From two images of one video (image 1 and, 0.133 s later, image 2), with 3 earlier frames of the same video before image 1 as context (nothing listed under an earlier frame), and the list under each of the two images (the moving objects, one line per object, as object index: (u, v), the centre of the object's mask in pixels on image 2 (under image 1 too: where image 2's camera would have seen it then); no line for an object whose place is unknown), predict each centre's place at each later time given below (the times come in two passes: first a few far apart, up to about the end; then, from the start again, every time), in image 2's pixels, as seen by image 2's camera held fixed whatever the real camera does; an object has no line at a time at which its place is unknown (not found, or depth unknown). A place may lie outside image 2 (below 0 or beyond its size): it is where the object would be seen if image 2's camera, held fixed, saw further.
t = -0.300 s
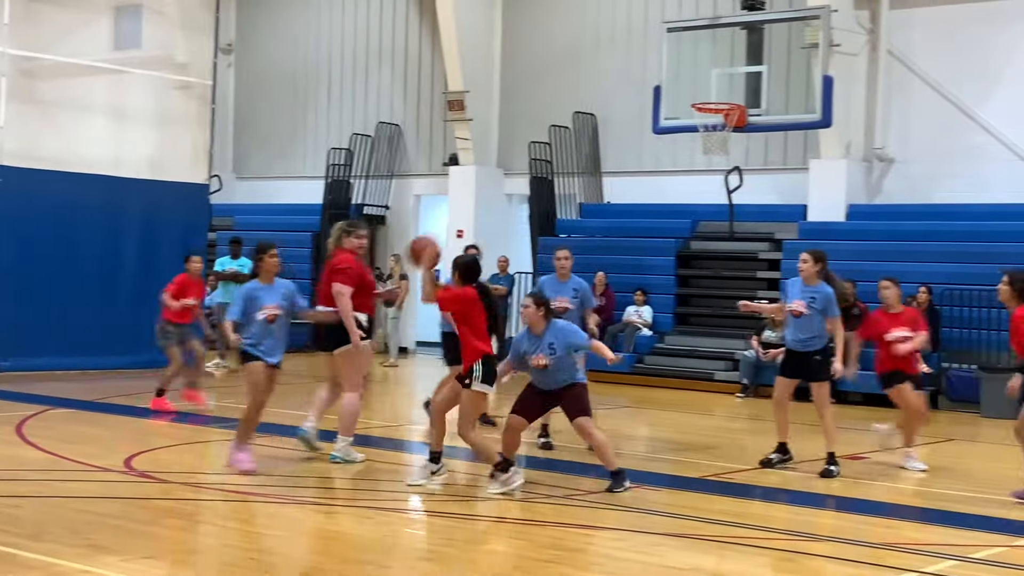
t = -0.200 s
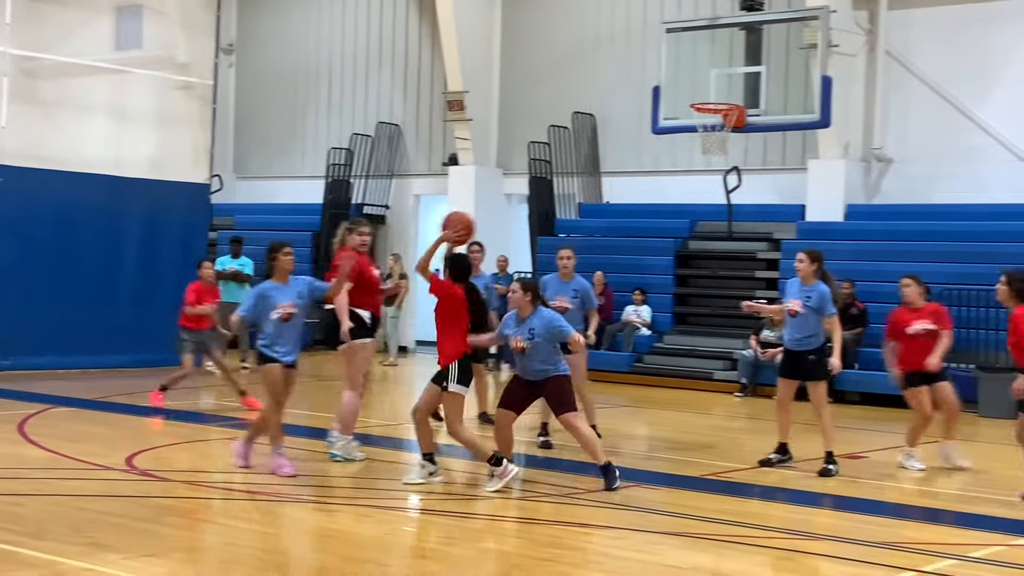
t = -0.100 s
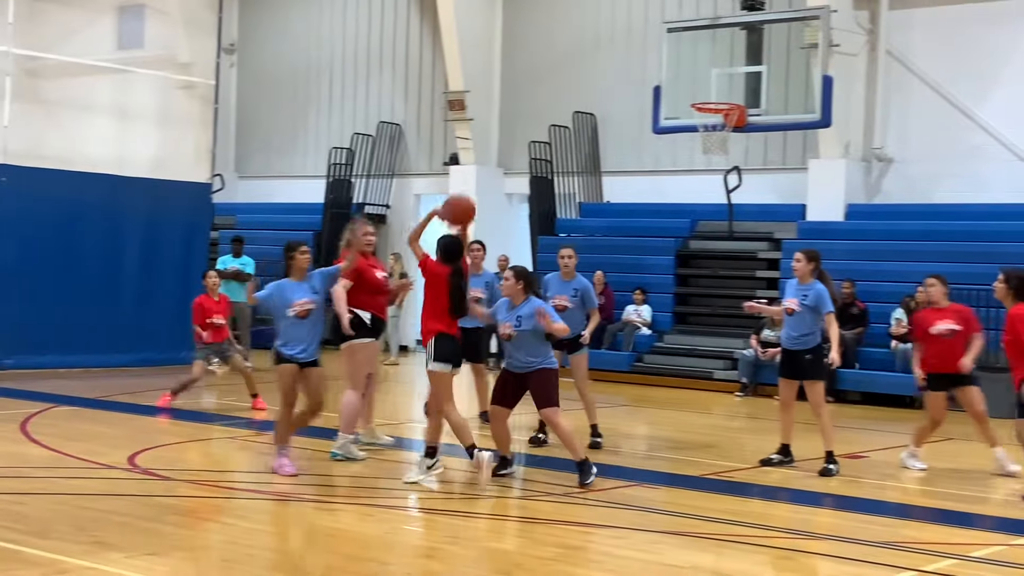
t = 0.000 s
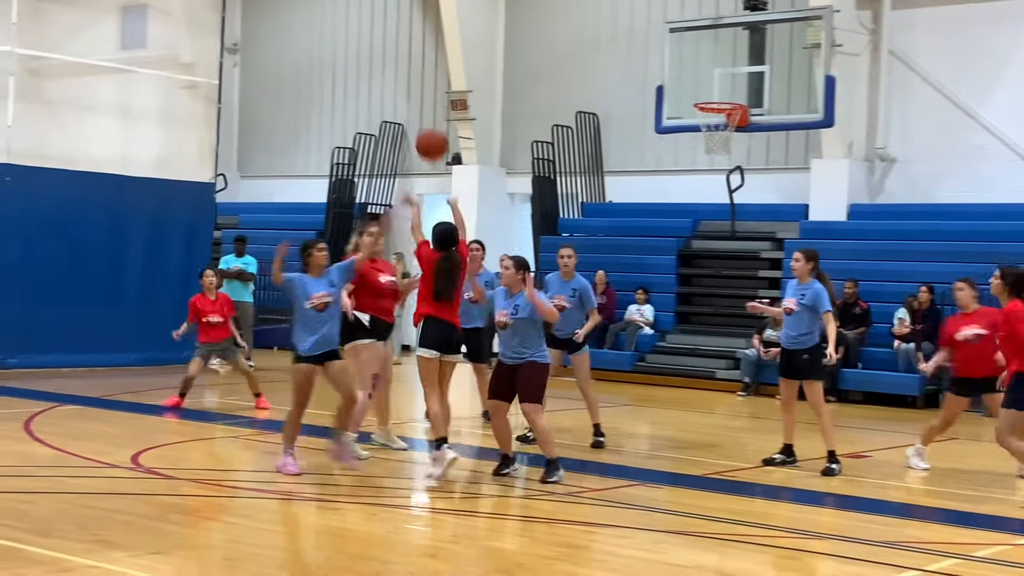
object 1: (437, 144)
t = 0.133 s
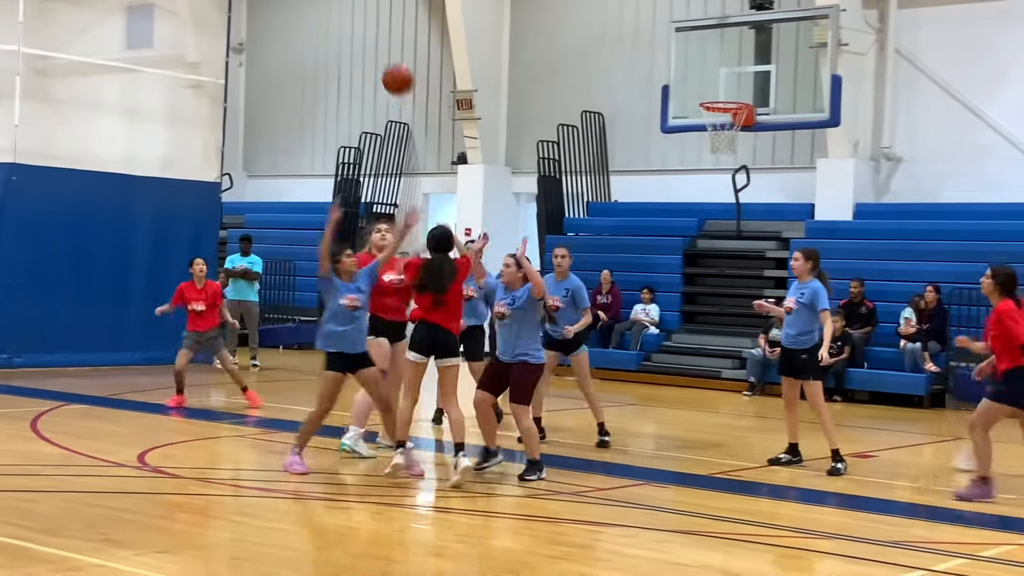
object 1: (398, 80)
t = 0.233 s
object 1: (370, 51)
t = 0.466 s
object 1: (314, 41)
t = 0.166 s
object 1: (389, 68)
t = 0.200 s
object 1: (379, 59)
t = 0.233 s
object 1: (370, 51)
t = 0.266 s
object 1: (361, 46)
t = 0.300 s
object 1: (353, 42)
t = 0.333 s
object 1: (345, 39)
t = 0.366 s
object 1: (336, 37)
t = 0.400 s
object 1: (328, 37)
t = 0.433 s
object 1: (321, 38)
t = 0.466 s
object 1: (314, 41)
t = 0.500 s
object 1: (306, 44)
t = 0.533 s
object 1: (299, 49)
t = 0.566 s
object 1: (292, 55)
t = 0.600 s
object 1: (285, 62)
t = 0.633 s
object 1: (279, 70)
